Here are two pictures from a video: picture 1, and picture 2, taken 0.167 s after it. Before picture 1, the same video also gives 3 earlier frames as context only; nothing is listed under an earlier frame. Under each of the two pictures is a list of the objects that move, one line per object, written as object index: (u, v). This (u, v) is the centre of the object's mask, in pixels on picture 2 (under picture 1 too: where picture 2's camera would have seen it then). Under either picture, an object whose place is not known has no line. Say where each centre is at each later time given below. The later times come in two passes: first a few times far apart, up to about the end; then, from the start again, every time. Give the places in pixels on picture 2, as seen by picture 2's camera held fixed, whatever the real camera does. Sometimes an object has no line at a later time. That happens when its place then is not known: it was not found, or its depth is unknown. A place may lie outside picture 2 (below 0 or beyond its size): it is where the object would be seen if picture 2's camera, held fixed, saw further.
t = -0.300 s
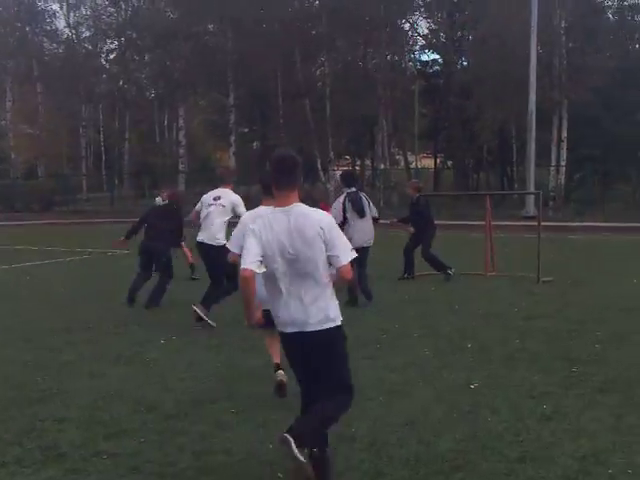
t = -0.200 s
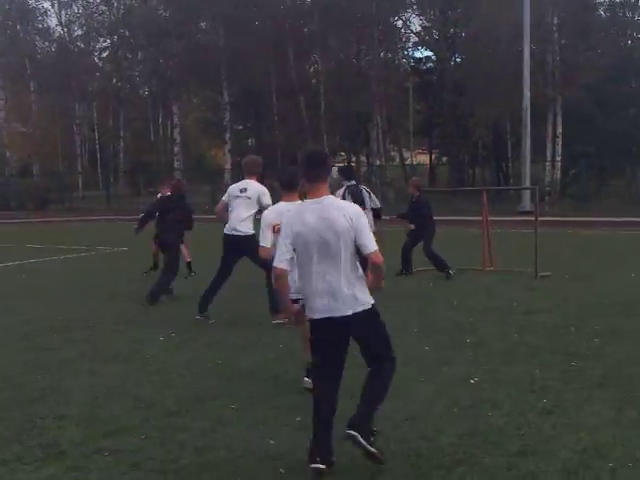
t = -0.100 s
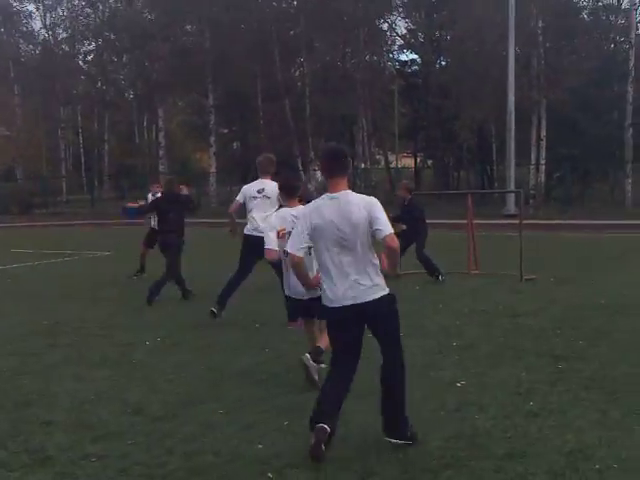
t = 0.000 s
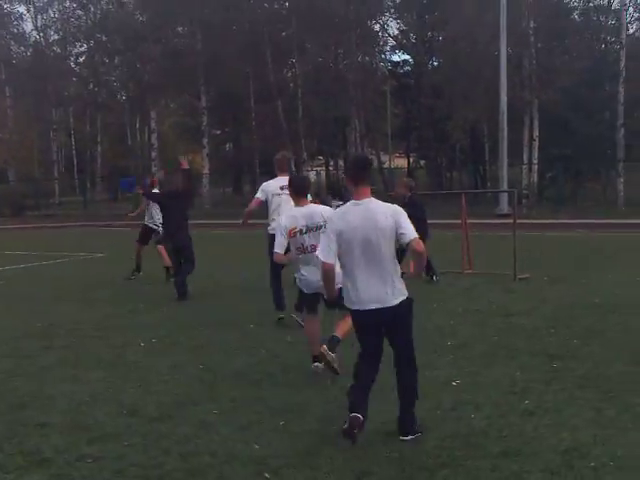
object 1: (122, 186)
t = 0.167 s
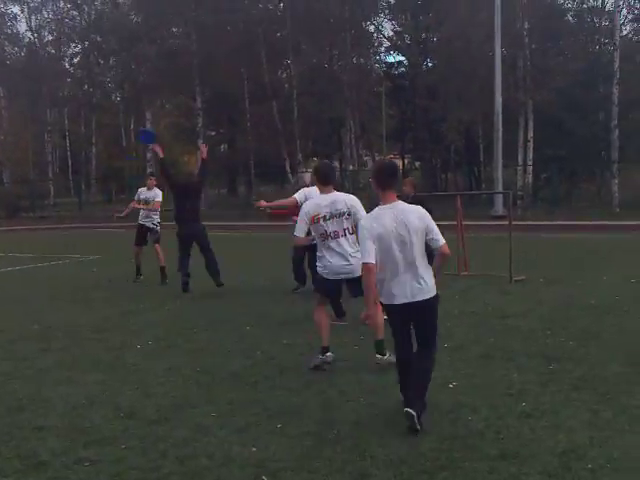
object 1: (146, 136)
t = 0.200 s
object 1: (153, 126)
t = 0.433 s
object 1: (196, 75)
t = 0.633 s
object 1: (246, 47)
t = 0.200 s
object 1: (153, 126)
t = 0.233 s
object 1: (156, 119)
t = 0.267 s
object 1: (163, 111)
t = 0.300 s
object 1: (169, 103)
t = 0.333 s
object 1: (177, 96)
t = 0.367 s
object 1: (184, 89)
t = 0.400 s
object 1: (190, 81)
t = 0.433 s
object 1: (196, 75)
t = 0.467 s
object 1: (203, 69)
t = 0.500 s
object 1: (209, 63)
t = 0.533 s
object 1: (219, 58)
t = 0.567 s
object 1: (229, 54)
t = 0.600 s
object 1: (236, 50)
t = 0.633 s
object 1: (246, 47)
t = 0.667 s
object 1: (257, 43)
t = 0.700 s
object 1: (270, 41)
